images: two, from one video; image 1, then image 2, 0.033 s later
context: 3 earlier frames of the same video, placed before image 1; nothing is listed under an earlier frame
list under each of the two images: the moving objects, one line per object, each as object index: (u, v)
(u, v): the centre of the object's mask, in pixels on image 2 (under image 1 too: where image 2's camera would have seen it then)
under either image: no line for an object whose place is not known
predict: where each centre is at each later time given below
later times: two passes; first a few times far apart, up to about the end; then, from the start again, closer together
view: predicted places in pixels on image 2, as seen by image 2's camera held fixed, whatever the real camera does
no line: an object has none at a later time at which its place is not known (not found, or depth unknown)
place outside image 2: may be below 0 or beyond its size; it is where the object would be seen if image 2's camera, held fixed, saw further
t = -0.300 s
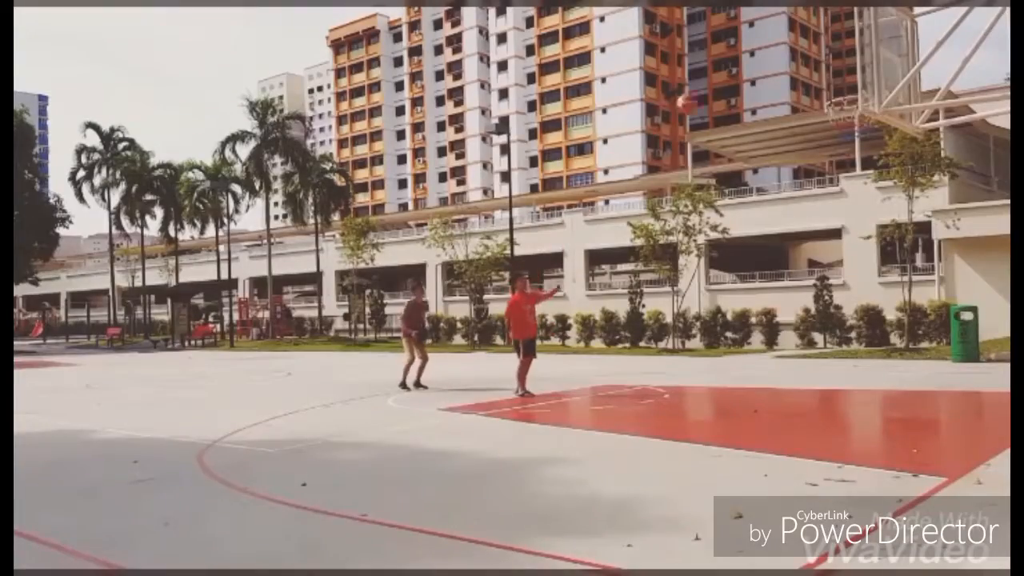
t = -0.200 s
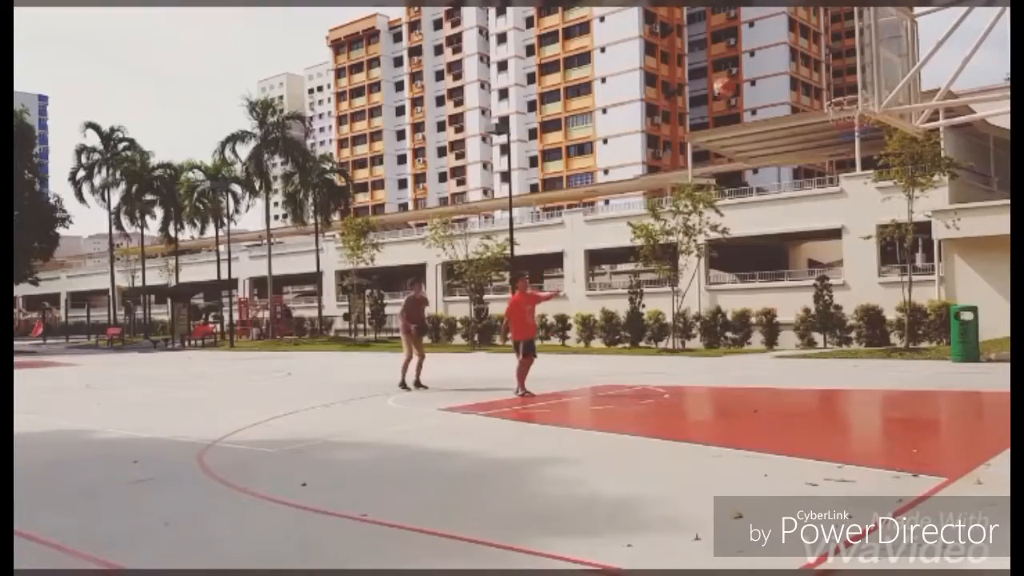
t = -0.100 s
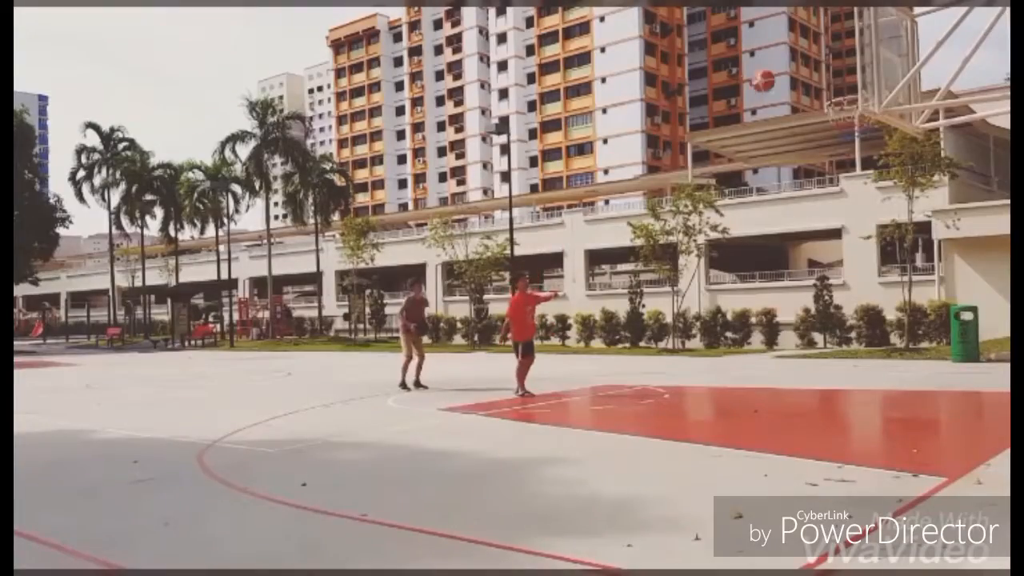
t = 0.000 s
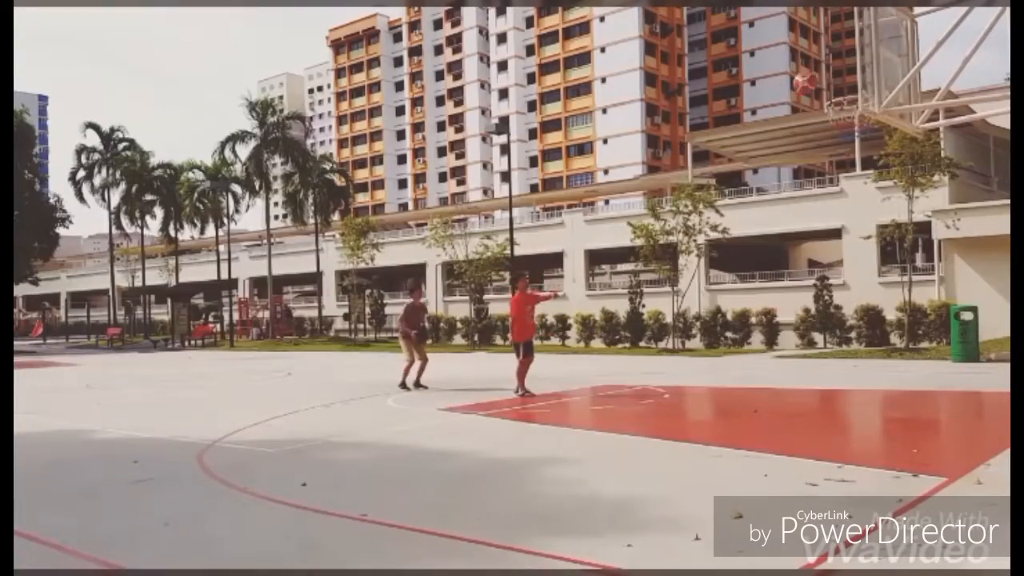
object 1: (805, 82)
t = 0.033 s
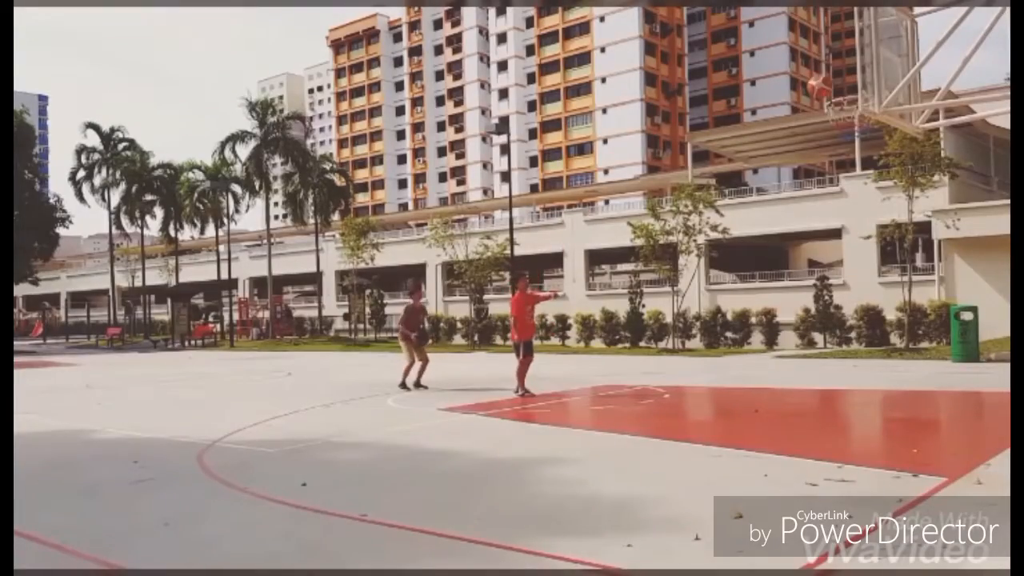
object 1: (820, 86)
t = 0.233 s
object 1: (841, 122)
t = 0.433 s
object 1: (818, 115)
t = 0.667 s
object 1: (798, 156)
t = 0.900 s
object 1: (782, 247)
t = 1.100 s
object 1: (770, 360)
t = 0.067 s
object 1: (833, 88)
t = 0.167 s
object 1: (853, 111)
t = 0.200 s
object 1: (848, 119)
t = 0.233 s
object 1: (841, 122)
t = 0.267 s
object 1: (834, 120)
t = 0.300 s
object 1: (829, 118)
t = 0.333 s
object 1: (825, 115)
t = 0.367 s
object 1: (821, 115)
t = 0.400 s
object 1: (819, 116)
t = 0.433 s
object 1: (818, 115)
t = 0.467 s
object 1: (814, 120)
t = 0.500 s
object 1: (809, 124)
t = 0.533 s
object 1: (809, 128)
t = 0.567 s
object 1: (809, 131)
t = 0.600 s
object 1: (803, 138)
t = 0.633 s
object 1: (801, 148)
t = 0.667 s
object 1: (798, 156)
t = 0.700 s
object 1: (796, 166)
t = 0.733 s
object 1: (794, 178)
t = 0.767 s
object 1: (791, 190)
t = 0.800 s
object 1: (789, 203)
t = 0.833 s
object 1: (787, 217)
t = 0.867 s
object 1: (784, 232)
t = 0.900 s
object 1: (782, 247)
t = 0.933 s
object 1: (779, 262)
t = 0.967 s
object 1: (778, 281)
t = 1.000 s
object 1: (775, 300)
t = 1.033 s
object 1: (773, 318)
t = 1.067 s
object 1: (772, 338)
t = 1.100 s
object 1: (770, 360)
